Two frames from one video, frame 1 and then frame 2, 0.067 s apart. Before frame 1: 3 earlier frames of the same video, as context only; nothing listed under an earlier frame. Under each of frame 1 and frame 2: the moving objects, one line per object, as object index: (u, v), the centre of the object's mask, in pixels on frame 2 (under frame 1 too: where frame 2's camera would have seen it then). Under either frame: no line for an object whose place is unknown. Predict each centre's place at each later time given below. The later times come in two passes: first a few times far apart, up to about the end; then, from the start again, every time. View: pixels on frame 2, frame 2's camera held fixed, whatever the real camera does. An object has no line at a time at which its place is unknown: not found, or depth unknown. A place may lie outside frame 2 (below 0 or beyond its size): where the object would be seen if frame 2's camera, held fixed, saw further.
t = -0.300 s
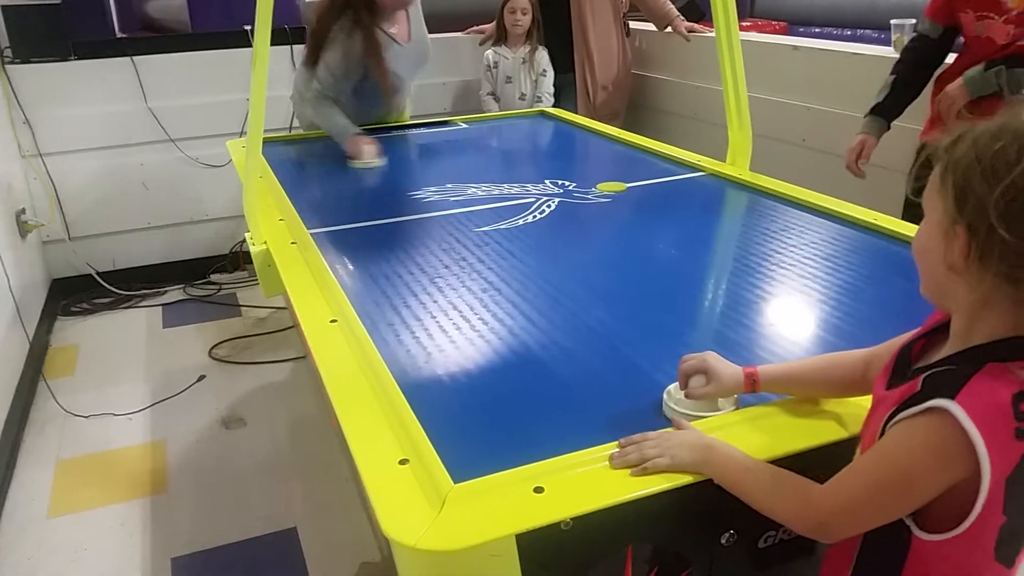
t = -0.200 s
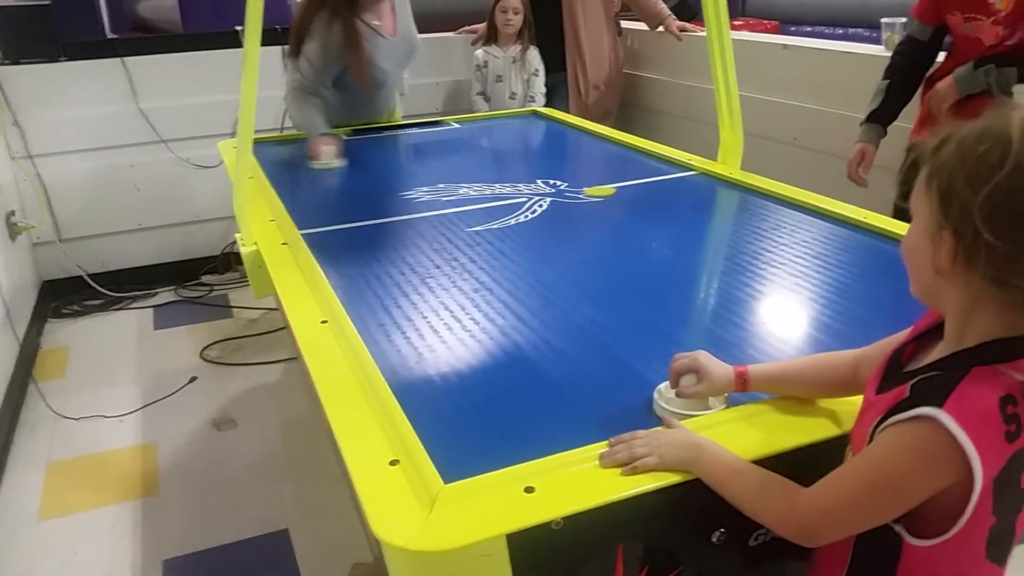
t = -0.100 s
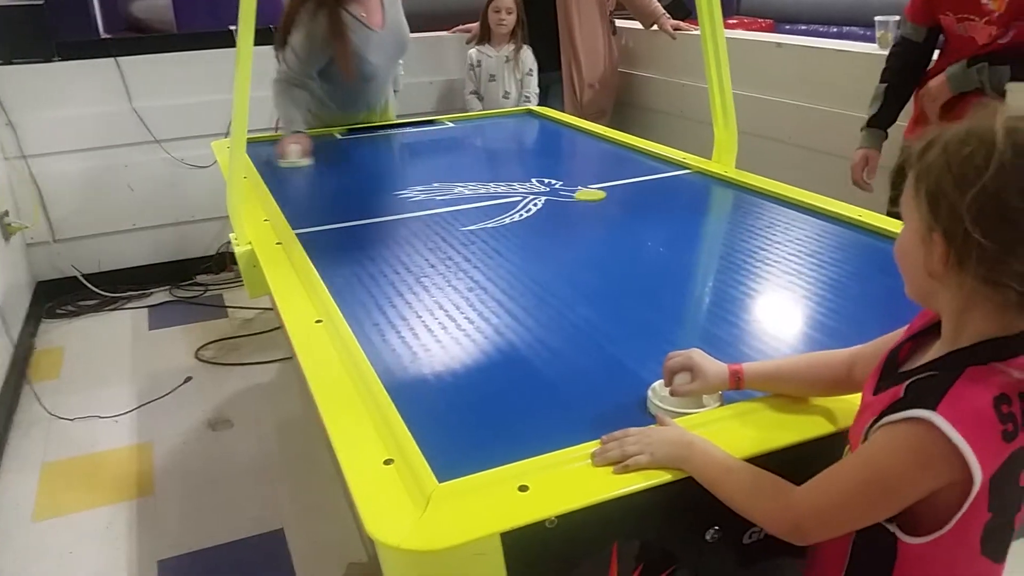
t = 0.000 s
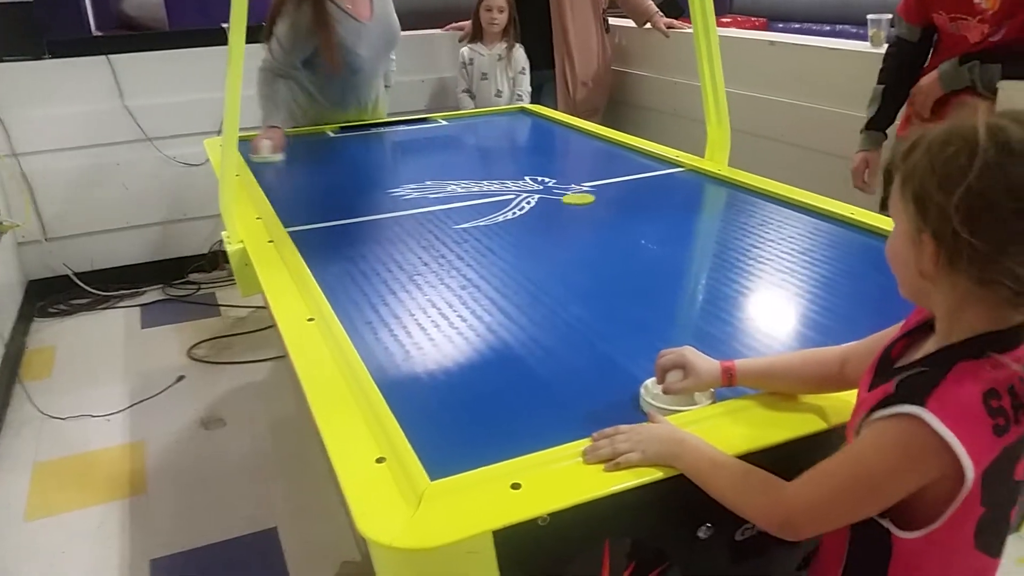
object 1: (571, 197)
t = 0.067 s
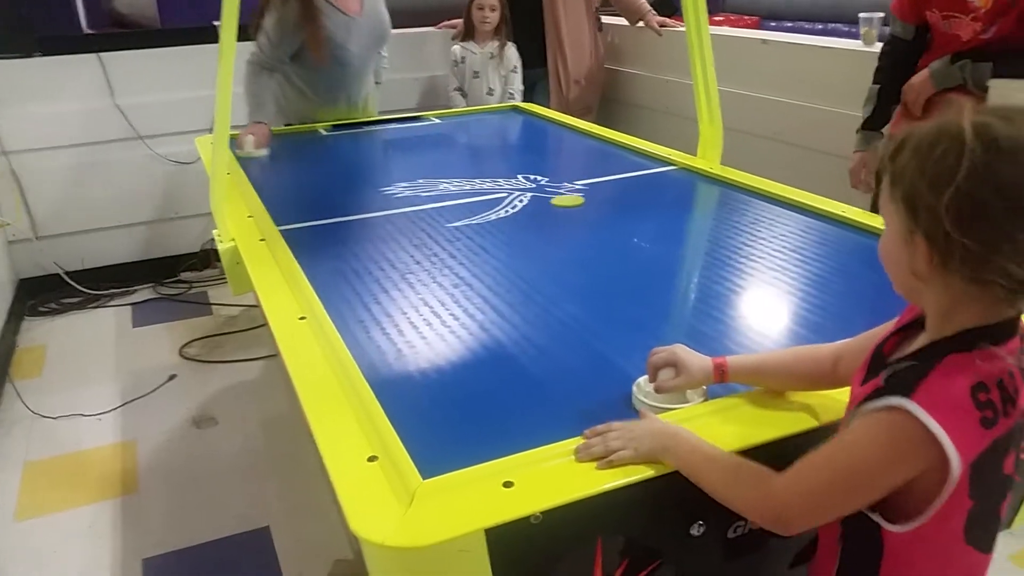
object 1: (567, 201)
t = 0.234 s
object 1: (558, 211)
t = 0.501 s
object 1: (540, 229)
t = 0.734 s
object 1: (520, 247)
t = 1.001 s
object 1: (492, 272)
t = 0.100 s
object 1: (566, 203)
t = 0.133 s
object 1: (564, 205)
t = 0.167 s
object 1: (562, 207)
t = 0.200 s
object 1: (560, 209)
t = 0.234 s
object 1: (558, 211)
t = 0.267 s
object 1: (556, 213)
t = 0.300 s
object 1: (554, 215)
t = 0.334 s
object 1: (551, 217)
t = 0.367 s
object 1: (549, 220)
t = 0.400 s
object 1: (547, 222)
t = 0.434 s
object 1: (544, 224)
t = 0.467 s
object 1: (542, 227)
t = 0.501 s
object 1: (540, 229)
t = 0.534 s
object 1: (537, 231)
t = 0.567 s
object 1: (534, 234)
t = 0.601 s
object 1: (531, 236)
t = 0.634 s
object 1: (529, 239)
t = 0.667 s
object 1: (526, 242)
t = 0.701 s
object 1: (523, 244)
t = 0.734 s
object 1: (520, 247)
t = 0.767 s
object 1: (516, 250)
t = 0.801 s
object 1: (513, 253)
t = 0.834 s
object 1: (510, 256)
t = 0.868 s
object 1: (506, 258)
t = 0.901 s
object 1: (503, 262)
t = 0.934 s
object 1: (499, 265)
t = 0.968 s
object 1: (496, 268)
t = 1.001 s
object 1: (492, 272)
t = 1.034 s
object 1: (488, 275)
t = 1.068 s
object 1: (484, 278)
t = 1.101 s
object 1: (480, 282)
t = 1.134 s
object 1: (475, 285)
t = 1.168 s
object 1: (471, 289)
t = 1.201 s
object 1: (467, 293)
